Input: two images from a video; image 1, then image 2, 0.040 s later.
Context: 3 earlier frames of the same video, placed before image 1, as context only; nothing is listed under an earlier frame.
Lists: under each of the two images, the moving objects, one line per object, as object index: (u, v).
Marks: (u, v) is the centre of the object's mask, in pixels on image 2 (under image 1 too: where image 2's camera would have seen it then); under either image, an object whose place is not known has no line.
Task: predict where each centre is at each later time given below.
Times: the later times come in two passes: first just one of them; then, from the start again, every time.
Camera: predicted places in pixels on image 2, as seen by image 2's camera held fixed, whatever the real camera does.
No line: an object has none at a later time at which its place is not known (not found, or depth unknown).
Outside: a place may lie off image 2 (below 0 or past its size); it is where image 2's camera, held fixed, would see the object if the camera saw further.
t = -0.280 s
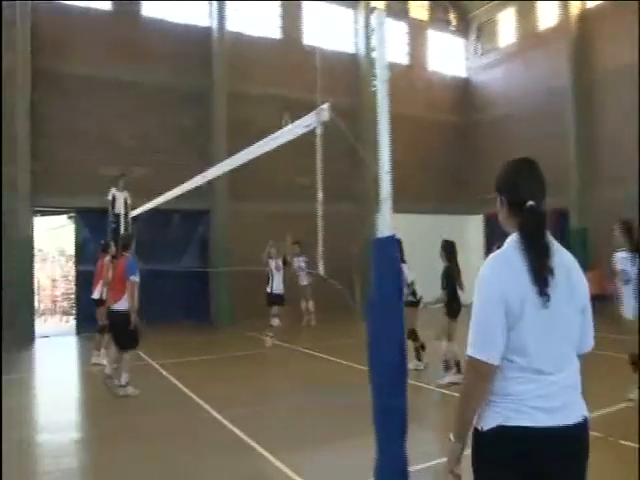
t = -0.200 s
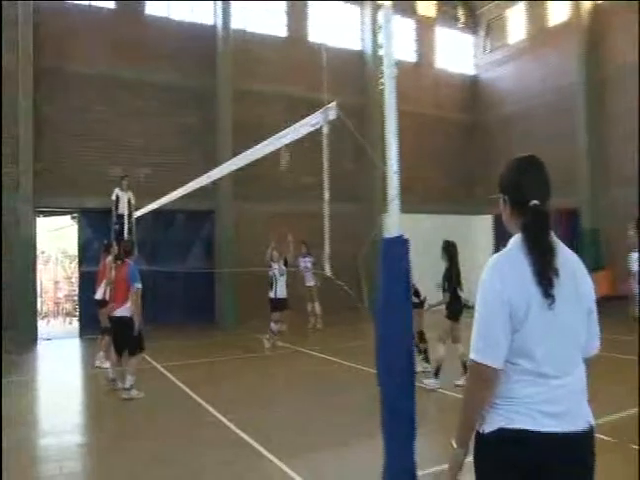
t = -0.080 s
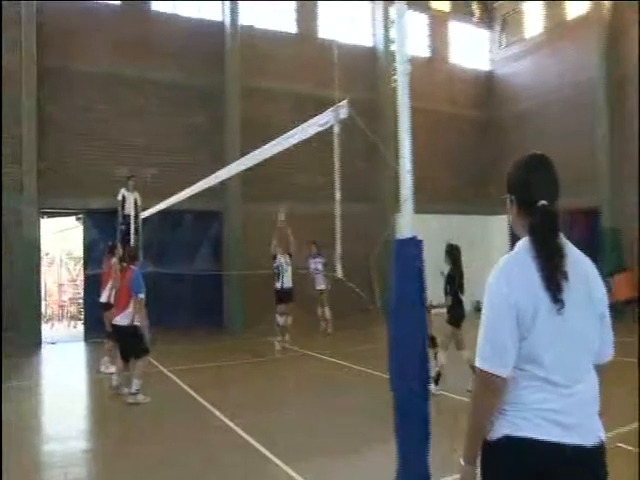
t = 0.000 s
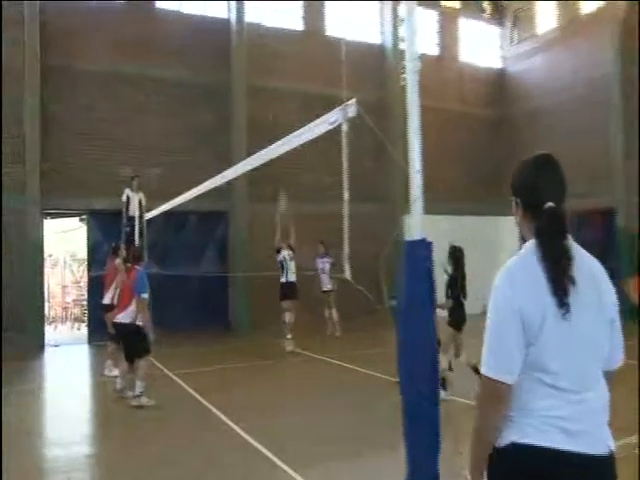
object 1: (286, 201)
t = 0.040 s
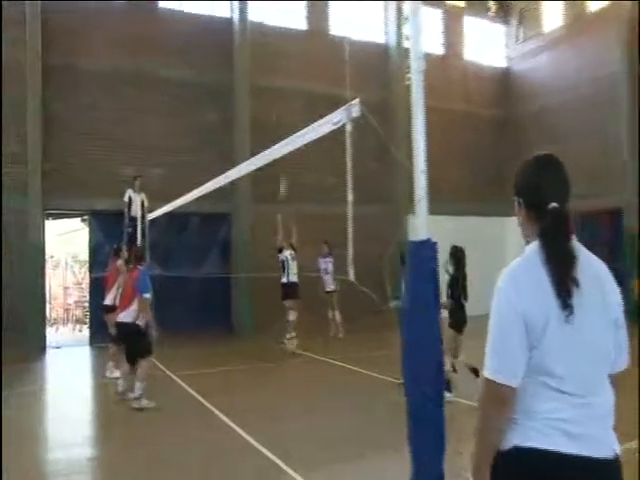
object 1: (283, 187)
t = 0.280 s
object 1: (265, 103)
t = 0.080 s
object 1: (280, 169)
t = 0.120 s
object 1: (276, 163)
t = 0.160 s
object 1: (273, 138)
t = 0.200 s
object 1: (271, 127)
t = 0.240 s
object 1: (268, 115)
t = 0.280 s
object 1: (265, 103)
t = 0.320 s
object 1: (262, 94)
